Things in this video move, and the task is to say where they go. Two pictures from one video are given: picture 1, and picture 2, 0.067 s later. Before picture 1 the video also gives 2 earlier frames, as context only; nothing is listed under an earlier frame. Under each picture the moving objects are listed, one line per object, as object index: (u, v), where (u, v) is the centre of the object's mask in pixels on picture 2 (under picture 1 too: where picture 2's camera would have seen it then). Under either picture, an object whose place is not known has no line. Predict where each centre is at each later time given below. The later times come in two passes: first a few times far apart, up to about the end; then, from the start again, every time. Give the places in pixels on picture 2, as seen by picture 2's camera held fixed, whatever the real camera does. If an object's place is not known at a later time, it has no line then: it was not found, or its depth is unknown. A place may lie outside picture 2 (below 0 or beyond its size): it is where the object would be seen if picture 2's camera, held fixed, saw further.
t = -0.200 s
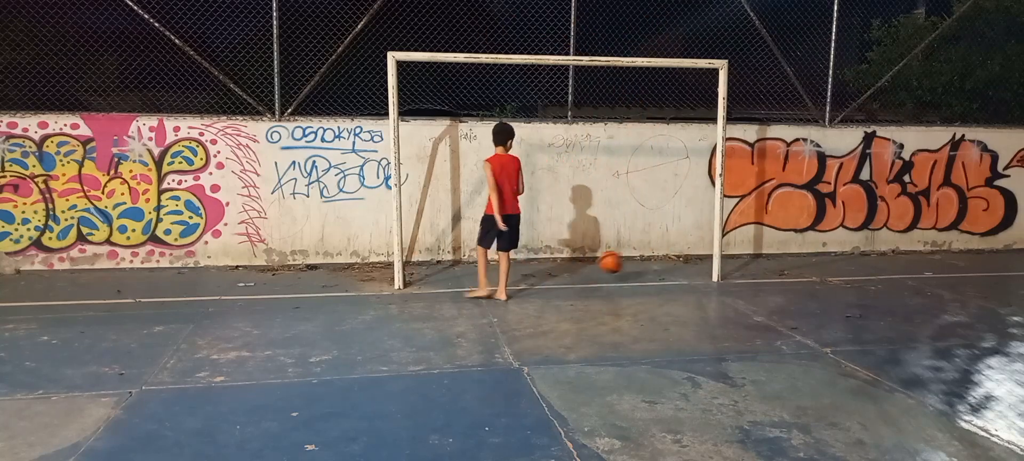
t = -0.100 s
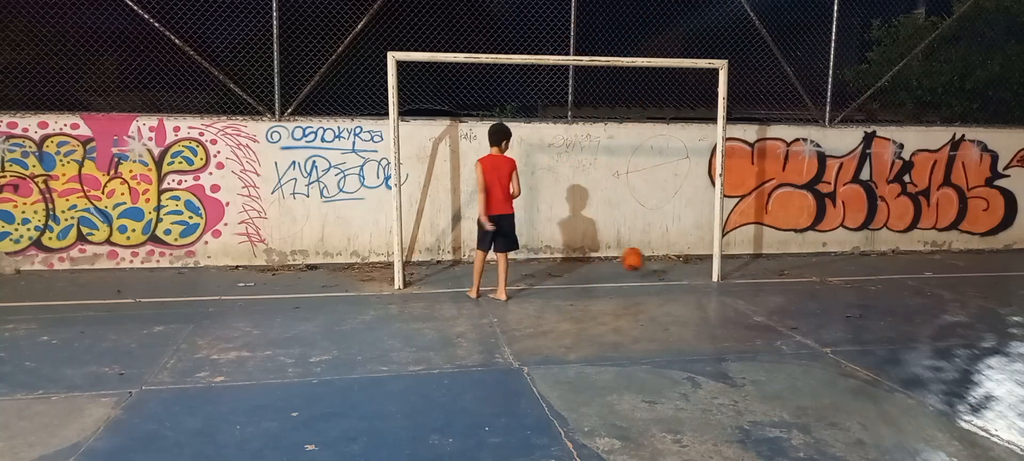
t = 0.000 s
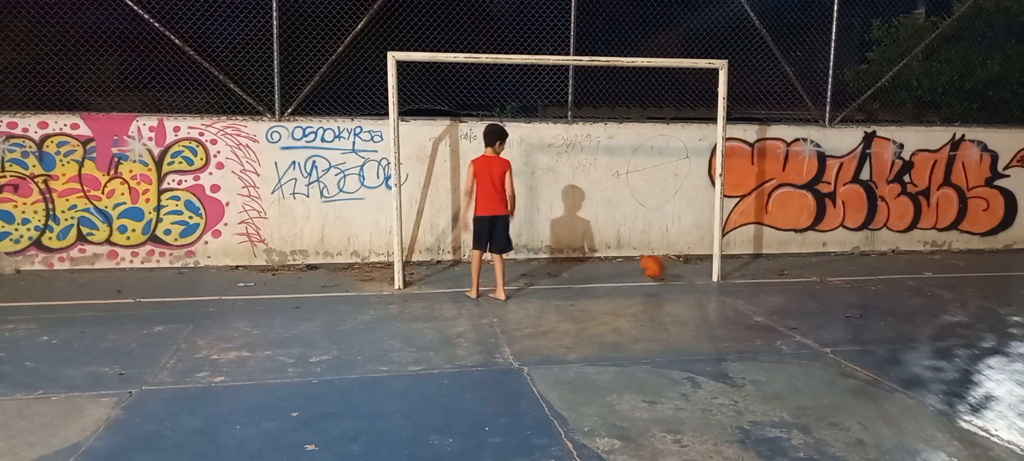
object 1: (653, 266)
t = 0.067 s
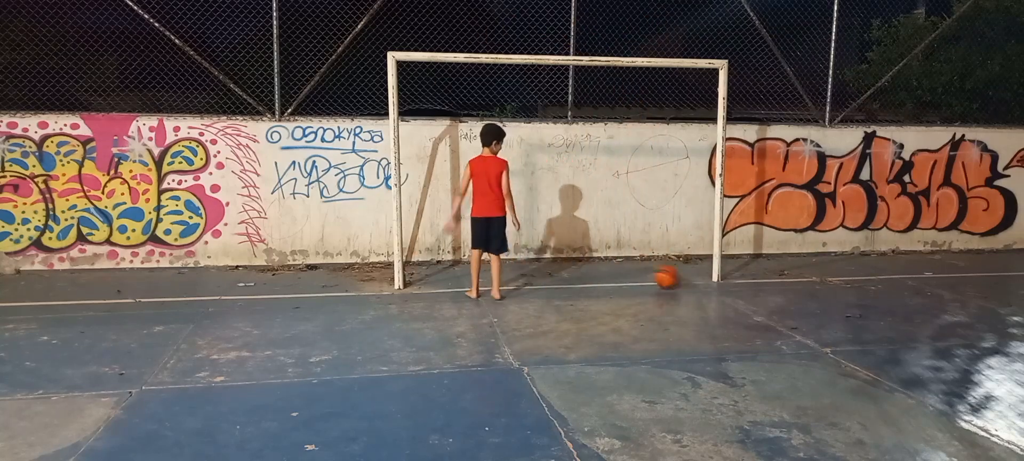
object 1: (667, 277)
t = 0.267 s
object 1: (708, 275)
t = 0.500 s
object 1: (755, 281)
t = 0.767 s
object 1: (806, 282)
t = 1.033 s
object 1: (853, 283)
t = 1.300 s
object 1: (895, 283)
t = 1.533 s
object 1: (929, 283)
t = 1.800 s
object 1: (962, 281)
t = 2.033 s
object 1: (987, 281)
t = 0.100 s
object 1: (674, 274)
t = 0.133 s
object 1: (681, 272)
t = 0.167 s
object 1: (688, 271)
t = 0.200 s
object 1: (695, 271)
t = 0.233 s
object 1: (701, 272)
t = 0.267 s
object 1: (708, 275)
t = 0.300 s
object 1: (715, 279)
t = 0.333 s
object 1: (722, 279)
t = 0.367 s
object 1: (729, 277)
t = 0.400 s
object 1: (735, 277)
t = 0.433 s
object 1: (742, 277)
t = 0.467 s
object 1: (748, 278)
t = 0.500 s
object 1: (755, 281)
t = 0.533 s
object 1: (761, 279)
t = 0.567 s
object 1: (768, 279)
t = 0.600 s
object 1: (774, 280)
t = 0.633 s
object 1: (781, 281)
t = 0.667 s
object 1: (787, 281)
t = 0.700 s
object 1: (792, 281)
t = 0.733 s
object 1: (798, 282)
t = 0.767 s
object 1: (806, 282)
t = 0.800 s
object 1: (812, 281)
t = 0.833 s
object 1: (818, 282)
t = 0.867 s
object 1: (823, 282)
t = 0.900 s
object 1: (829, 282)
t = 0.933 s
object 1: (835, 282)
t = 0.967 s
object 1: (841, 282)
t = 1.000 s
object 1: (847, 282)
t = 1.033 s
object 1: (853, 283)
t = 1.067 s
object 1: (858, 283)
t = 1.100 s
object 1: (864, 282)
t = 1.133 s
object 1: (869, 283)
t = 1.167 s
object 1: (874, 283)
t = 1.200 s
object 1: (879, 283)
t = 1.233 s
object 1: (885, 283)
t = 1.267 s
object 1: (889, 282)
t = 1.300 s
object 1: (895, 283)
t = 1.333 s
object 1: (900, 283)
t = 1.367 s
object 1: (905, 284)
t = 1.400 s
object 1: (909, 283)
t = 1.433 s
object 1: (915, 282)
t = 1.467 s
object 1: (919, 282)
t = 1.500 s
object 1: (924, 282)
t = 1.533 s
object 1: (929, 283)
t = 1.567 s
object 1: (933, 282)
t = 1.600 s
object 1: (937, 282)
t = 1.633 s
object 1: (942, 282)
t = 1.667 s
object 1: (946, 282)
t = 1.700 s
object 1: (951, 282)
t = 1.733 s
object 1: (954, 282)
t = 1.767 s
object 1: (958, 281)
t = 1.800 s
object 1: (962, 281)
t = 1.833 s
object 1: (966, 282)
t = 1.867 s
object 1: (969, 282)
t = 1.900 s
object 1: (973, 282)
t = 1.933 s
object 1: (977, 282)
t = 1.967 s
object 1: (981, 281)
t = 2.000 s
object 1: (983, 281)
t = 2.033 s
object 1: (987, 281)
